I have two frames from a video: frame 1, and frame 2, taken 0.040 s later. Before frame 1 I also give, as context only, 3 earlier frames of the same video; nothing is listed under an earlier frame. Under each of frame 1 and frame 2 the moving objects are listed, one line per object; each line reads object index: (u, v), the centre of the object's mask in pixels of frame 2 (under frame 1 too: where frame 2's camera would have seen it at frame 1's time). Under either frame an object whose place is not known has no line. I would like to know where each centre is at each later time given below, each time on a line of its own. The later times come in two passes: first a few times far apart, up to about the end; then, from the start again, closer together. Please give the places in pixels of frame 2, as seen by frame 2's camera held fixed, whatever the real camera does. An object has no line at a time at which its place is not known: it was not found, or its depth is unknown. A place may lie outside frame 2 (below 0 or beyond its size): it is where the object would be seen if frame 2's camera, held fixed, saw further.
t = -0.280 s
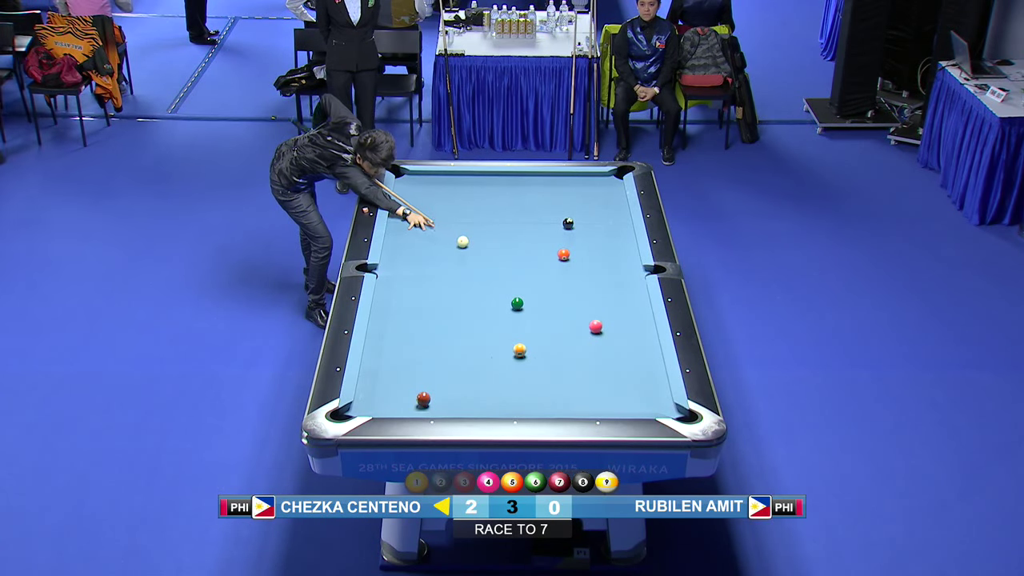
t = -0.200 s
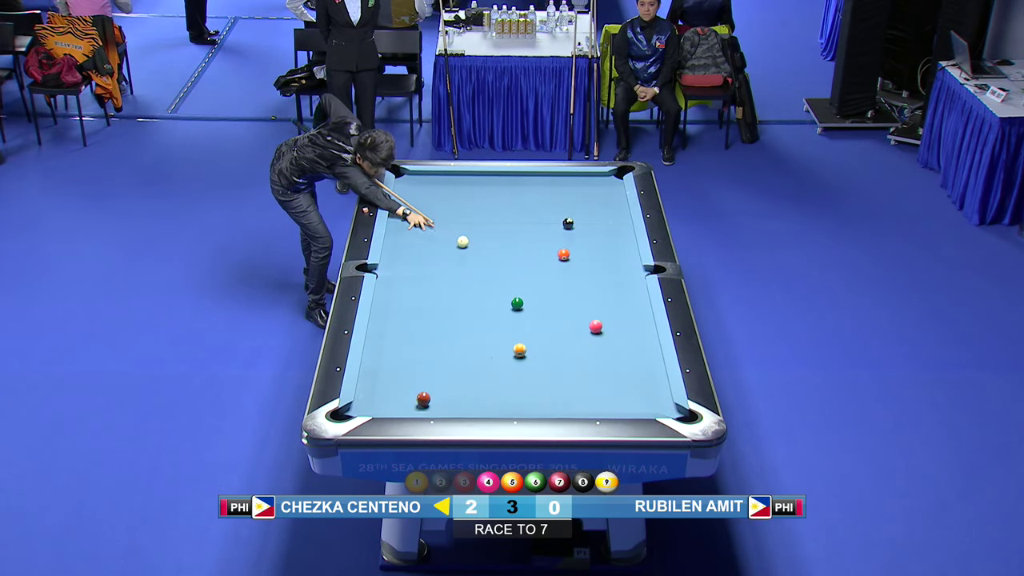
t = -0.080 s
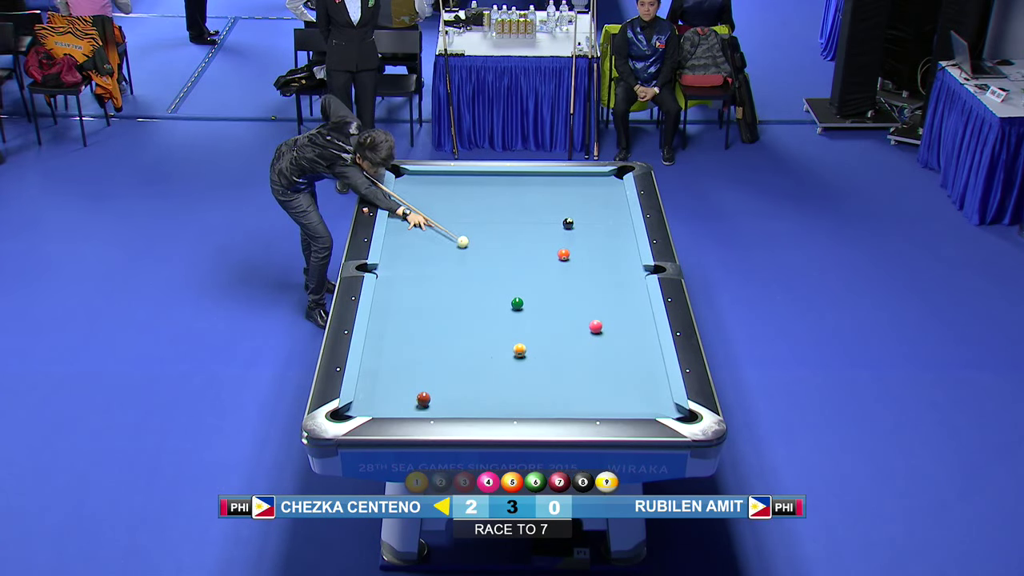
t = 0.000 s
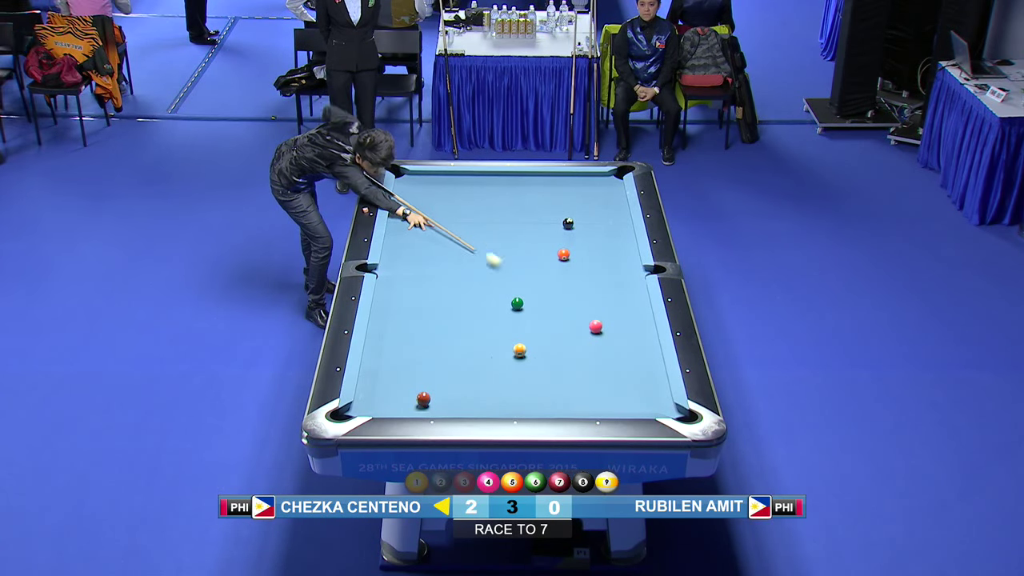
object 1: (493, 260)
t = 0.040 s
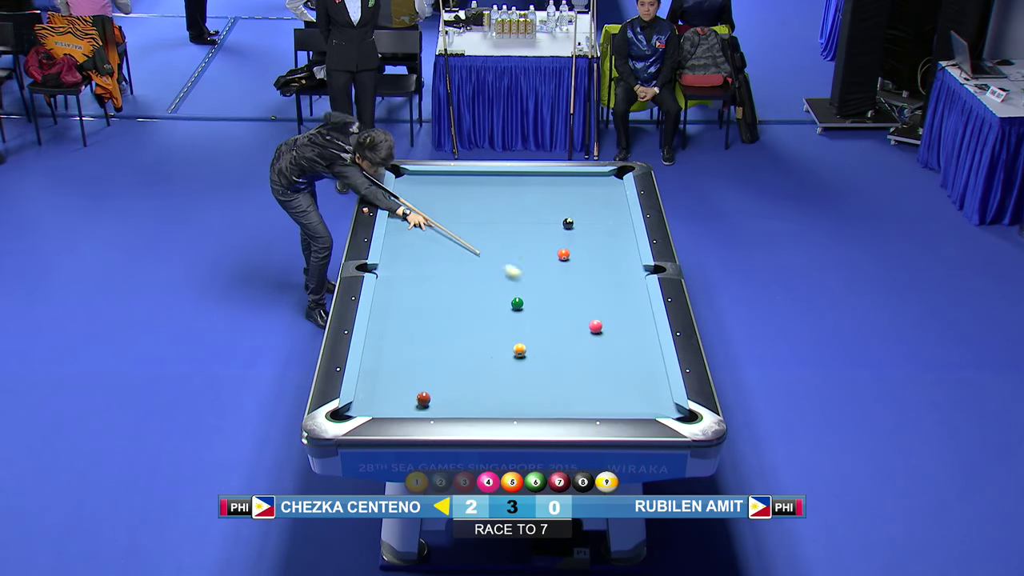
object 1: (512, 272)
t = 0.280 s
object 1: (609, 319)
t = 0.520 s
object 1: (645, 314)
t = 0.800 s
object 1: (618, 304)
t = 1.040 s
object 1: (600, 296)
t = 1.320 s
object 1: (579, 288)
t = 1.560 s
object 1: (563, 282)
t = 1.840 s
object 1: (546, 275)
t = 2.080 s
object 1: (533, 269)
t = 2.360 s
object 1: (518, 263)
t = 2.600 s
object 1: (506, 258)
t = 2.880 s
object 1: (494, 253)
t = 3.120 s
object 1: (484, 249)
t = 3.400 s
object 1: (474, 244)
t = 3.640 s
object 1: (466, 241)
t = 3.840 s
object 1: (460, 238)
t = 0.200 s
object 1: (589, 318)
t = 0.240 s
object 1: (601, 319)
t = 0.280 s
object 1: (609, 319)
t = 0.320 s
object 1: (617, 318)
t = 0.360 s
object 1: (624, 317)
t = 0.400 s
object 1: (631, 316)
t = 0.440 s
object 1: (637, 315)
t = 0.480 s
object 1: (644, 314)
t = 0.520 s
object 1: (645, 314)
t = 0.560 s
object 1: (640, 312)
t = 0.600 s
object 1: (636, 311)
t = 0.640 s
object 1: (632, 309)
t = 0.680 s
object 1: (628, 308)
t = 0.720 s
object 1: (625, 306)
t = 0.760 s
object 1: (621, 305)
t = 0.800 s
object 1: (618, 304)
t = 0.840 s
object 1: (615, 303)
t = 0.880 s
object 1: (612, 302)
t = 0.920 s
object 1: (609, 300)
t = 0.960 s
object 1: (606, 299)
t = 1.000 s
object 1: (603, 298)
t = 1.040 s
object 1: (600, 296)
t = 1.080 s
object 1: (597, 295)
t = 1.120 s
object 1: (594, 294)
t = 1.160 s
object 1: (591, 293)
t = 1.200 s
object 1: (588, 292)
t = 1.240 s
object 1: (585, 291)
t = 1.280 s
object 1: (582, 290)
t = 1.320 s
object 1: (579, 288)
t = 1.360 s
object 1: (577, 287)
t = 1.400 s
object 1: (574, 286)
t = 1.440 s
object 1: (571, 285)
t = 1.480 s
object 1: (569, 284)
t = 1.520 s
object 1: (566, 283)
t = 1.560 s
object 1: (563, 282)
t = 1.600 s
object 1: (561, 281)
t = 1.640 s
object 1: (558, 280)
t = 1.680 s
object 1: (556, 279)
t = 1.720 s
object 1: (554, 278)
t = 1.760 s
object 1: (551, 277)
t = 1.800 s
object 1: (549, 276)
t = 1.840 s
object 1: (546, 275)
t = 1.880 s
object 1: (544, 274)
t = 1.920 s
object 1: (542, 273)
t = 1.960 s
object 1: (539, 272)
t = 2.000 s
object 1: (537, 271)
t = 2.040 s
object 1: (535, 270)
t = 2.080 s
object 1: (533, 269)
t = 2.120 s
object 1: (530, 268)
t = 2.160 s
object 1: (528, 267)
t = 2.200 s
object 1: (526, 266)
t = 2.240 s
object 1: (524, 265)
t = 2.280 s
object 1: (522, 264)
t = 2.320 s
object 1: (520, 264)
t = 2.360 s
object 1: (518, 263)
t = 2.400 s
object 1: (516, 262)
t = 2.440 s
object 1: (514, 261)
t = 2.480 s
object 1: (512, 260)
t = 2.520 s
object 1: (510, 260)
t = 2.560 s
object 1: (508, 259)
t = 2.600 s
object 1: (506, 258)
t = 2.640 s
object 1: (504, 257)
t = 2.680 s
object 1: (503, 256)
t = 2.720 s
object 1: (501, 256)
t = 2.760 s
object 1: (499, 255)
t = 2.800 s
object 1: (497, 254)
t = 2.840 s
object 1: (496, 253)
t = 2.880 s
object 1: (494, 253)
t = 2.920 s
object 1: (492, 252)
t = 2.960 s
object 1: (491, 251)
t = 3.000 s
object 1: (489, 251)
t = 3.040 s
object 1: (487, 250)
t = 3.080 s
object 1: (486, 249)
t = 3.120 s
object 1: (484, 249)
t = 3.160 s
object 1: (483, 248)
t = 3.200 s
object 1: (481, 247)
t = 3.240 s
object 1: (480, 247)
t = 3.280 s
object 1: (478, 246)
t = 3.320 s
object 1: (477, 245)
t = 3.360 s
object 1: (475, 245)
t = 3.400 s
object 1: (474, 244)
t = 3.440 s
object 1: (473, 244)
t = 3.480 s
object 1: (471, 243)
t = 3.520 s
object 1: (470, 242)
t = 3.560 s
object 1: (469, 242)
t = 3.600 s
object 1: (467, 241)
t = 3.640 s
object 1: (466, 241)
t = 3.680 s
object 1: (465, 240)
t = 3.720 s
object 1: (463, 240)
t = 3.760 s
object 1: (462, 239)
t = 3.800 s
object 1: (461, 239)
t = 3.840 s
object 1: (460, 238)
